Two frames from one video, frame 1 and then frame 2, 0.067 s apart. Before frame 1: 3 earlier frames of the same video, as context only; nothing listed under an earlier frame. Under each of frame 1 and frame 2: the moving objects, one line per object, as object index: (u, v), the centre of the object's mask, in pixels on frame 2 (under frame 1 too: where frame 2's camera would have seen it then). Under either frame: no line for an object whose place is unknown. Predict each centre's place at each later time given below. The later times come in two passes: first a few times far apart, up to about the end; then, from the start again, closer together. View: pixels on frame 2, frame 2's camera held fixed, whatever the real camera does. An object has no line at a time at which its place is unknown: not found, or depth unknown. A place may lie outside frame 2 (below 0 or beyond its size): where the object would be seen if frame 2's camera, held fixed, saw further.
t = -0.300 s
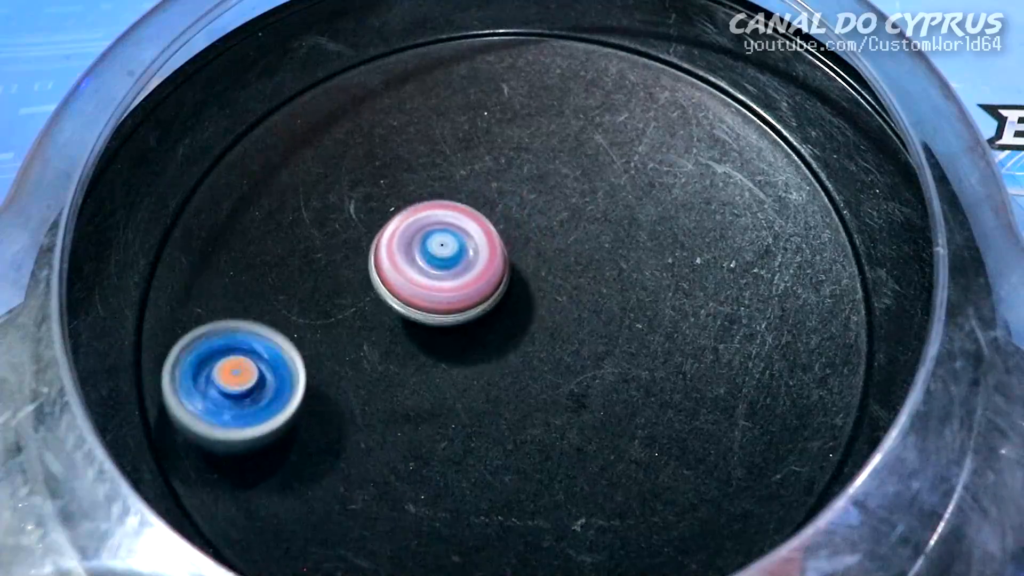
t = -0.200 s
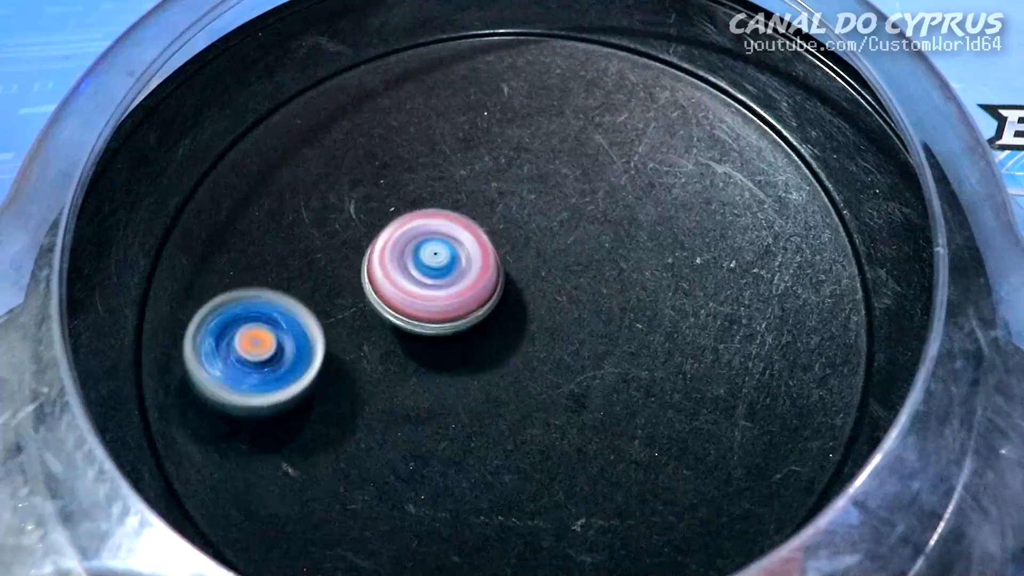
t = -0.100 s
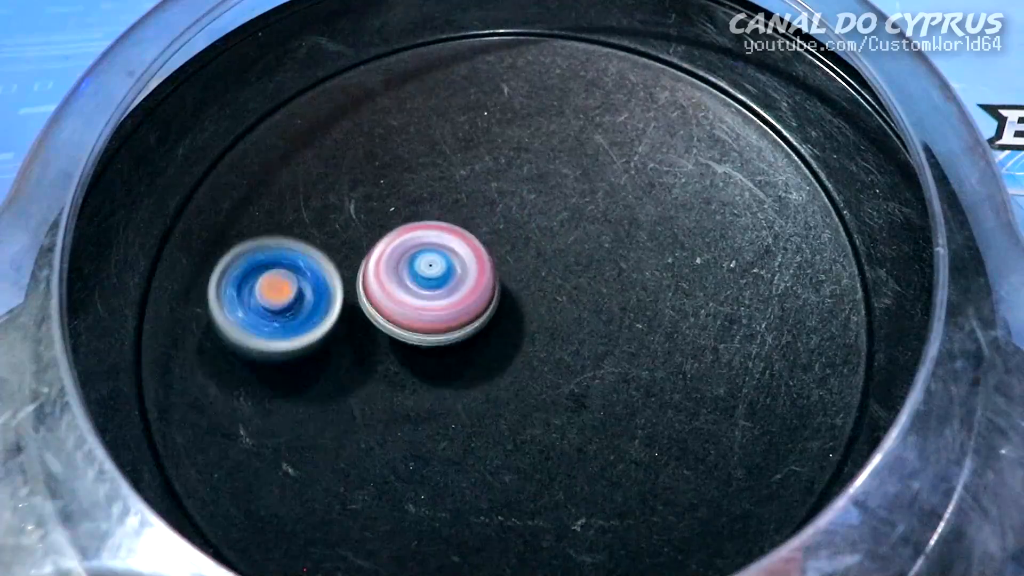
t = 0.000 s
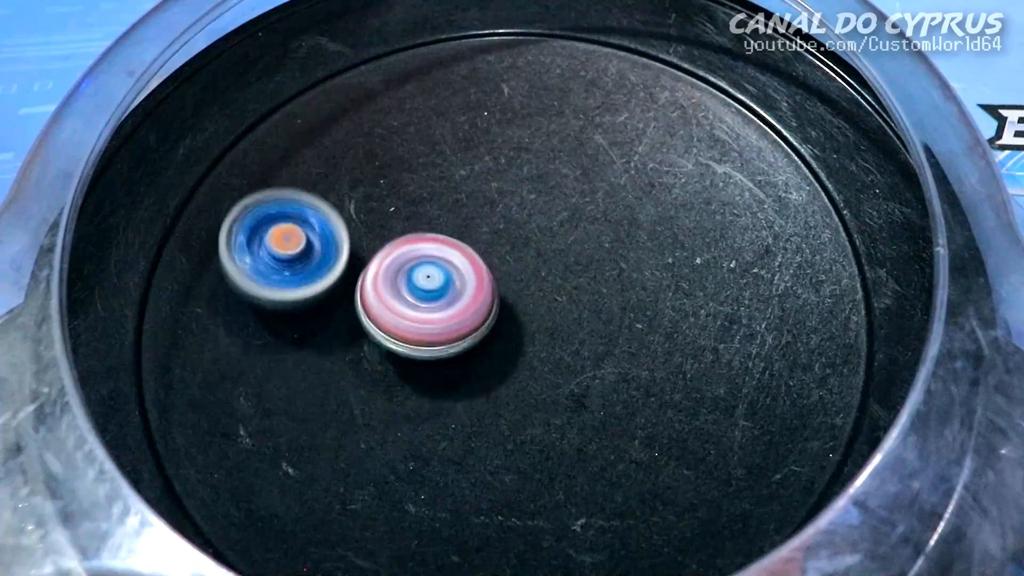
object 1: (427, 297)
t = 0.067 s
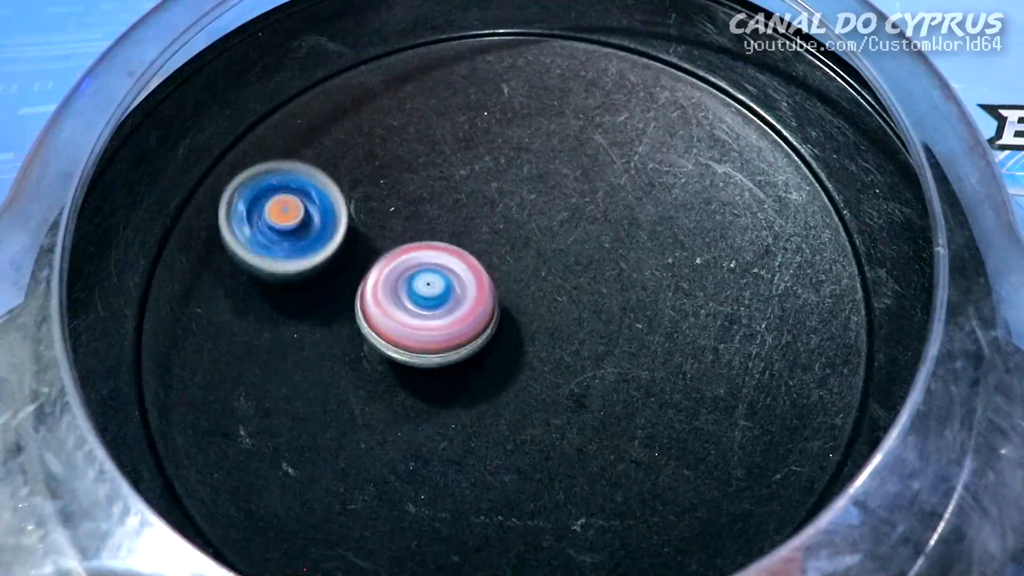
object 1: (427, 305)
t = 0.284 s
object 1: (437, 323)
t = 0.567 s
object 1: (457, 339)
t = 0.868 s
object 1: (486, 347)
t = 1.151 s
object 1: (485, 410)
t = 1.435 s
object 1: (500, 360)
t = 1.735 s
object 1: (496, 377)
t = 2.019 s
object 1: (447, 400)
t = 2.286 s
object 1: (449, 389)
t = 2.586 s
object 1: (456, 388)
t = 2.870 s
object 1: (465, 343)
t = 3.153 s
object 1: (235, 514)
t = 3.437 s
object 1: (424, 333)
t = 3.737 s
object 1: (562, 328)
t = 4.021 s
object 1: (574, 351)
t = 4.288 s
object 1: (560, 346)
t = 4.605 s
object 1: (543, 301)
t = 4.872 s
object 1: (528, 288)
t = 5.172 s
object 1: (507, 290)
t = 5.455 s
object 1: (494, 297)
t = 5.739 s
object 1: (485, 306)
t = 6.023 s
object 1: (481, 318)
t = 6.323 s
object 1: (490, 327)
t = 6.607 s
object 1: (511, 352)
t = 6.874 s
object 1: (513, 345)
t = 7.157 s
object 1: (564, 323)
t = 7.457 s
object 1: (589, 291)
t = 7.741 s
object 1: (634, 99)
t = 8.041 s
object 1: (571, 212)
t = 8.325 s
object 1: (516, 259)
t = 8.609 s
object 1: (539, 223)
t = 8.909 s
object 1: (570, 261)
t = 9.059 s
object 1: (570, 280)
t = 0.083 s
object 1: (428, 307)
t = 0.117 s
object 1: (429, 309)
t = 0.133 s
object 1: (429, 312)
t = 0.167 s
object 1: (430, 314)
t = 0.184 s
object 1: (431, 315)
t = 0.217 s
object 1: (432, 318)
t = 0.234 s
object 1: (433, 320)
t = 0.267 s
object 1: (435, 322)
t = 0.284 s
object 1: (437, 323)
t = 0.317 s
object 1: (439, 325)
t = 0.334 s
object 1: (440, 326)
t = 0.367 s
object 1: (442, 328)
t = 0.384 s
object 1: (443, 329)
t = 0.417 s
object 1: (446, 331)
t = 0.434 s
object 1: (447, 332)
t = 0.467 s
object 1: (449, 333)
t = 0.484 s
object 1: (450, 334)
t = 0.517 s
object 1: (453, 336)
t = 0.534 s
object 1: (454, 336)
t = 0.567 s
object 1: (457, 339)
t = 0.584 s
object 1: (459, 340)
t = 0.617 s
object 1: (462, 341)
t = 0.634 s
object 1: (464, 342)
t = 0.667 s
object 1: (466, 343)
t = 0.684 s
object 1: (468, 343)
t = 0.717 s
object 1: (471, 344)
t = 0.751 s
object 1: (474, 345)
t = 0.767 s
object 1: (476, 346)
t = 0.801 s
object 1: (479, 346)
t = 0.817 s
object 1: (481, 346)
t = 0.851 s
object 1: (485, 347)
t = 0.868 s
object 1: (486, 347)
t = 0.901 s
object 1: (491, 347)
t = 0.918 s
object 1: (493, 347)
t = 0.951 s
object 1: (496, 347)
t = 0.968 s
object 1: (498, 347)
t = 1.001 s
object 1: (501, 347)
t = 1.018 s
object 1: (503, 346)
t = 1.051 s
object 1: (498, 367)
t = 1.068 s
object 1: (495, 380)
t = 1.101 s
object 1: (490, 398)
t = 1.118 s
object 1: (488, 404)
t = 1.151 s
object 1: (485, 410)
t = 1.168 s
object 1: (485, 412)
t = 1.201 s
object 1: (486, 411)
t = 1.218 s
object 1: (487, 409)
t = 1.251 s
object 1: (490, 404)
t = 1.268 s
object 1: (491, 401)
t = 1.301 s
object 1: (494, 393)
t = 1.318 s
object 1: (495, 389)
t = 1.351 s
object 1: (497, 380)
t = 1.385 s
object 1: (498, 372)
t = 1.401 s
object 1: (498, 367)
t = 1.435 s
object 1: (500, 360)
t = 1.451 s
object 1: (500, 355)
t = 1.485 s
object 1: (501, 349)
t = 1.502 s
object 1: (502, 346)
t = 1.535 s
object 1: (503, 338)
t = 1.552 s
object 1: (504, 337)
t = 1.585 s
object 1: (502, 348)
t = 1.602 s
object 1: (502, 354)
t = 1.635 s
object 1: (501, 362)
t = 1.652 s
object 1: (501, 363)
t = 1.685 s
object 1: (502, 365)
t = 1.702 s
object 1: (503, 365)
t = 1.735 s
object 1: (496, 377)
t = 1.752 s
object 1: (487, 390)
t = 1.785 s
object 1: (472, 411)
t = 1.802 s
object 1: (466, 418)
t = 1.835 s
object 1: (457, 426)
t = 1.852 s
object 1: (455, 427)
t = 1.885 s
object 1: (452, 425)
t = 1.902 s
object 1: (451, 423)
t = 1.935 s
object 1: (450, 417)
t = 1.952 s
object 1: (449, 414)
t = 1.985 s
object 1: (448, 407)
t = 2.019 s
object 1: (447, 400)
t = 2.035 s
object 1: (447, 397)
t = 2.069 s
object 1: (446, 388)
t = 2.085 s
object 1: (447, 385)
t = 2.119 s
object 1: (447, 376)
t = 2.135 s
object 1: (448, 374)
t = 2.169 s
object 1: (449, 367)
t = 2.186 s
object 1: (450, 364)
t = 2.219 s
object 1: (452, 358)
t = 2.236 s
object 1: (452, 357)
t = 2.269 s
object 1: (450, 379)
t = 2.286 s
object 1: (449, 389)
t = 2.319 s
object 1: (449, 404)
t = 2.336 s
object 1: (449, 410)
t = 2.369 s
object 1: (451, 416)
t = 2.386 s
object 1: (452, 416)
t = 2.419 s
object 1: (453, 415)
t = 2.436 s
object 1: (453, 413)
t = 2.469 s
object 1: (454, 408)
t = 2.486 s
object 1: (454, 406)
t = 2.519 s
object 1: (455, 400)
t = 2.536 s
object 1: (455, 397)
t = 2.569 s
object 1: (456, 390)
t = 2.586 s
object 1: (456, 388)
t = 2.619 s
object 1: (457, 380)
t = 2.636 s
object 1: (458, 378)
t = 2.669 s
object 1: (459, 370)
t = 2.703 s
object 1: (461, 365)
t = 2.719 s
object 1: (462, 361)
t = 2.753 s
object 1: (463, 357)
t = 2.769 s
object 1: (463, 353)
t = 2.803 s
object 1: (464, 350)
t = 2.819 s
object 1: (464, 348)
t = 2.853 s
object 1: (465, 345)
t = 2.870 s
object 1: (465, 343)
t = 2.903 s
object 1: (466, 341)
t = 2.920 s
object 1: (466, 340)
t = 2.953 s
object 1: (467, 338)
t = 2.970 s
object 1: (456, 349)
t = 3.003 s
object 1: (393, 404)
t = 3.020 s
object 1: (361, 432)
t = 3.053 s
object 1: (305, 480)
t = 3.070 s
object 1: (279, 498)
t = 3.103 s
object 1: (251, 512)
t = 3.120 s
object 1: (238, 516)
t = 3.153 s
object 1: (235, 514)
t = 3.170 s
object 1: (236, 514)
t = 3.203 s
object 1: (250, 505)
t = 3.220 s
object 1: (257, 499)
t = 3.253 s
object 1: (281, 477)
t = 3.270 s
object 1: (294, 462)
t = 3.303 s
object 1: (321, 435)
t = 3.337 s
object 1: (349, 408)
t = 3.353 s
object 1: (362, 394)
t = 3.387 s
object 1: (388, 369)
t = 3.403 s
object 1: (400, 355)
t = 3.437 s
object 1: (424, 333)
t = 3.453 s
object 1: (435, 322)
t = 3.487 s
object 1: (454, 306)
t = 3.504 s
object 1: (463, 300)
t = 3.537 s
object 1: (476, 291)
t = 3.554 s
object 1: (482, 289)
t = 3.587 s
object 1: (490, 285)
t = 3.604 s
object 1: (494, 286)
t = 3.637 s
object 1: (499, 286)
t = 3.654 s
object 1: (509, 292)
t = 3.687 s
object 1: (531, 309)
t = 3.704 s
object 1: (542, 316)
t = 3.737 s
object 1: (562, 328)
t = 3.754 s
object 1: (569, 333)
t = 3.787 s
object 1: (579, 339)
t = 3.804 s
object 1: (582, 341)
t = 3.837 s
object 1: (585, 345)
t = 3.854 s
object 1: (585, 345)
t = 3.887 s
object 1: (585, 347)
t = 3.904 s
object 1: (584, 347)
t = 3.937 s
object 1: (581, 348)
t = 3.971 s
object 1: (579, 350)
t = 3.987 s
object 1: (577, 349)
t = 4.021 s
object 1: (574, 351)
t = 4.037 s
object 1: (573, 351)
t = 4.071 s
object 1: (570, 351)
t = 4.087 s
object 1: (570, 351)
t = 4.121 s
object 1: (567, 350)
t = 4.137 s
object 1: (567, 350)
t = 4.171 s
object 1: (564, 348)
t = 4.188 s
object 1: (564, 349)
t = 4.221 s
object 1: (562, 348)
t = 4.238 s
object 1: (561, 348)
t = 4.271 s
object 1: (561, 346)
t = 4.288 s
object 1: (560, 346)
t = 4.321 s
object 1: (560, 344)
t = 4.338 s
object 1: (559, 342)
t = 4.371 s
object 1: (559, 340)
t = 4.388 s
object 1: (558, 338)
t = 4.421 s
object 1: (558, 335)
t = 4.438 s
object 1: (558, 333)
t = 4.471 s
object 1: (556, 329)
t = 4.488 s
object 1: (556, 326)
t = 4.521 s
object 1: (552, 317)
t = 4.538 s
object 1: (551, 315)
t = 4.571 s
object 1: (548, 307)
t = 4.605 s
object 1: (543, 301)
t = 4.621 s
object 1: (543, 300)
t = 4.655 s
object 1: (540, 297)
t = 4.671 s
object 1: (539, 296)
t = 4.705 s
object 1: (537, 295)
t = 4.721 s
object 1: (535, 294)
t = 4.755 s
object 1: (534, 293)
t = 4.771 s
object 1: (532, 292)
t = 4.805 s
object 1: (531, 291)
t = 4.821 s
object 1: (530, 290)
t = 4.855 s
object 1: (528, 288)
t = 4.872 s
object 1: (528, 288)
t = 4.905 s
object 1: (525, 286)
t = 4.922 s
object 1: (525, 286)
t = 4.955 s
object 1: (523, 285)
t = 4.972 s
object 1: (521, 285)
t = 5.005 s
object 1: (520, 284)
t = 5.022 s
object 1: (517, 285)
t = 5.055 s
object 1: (515, 287)
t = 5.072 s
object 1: (513, 287)
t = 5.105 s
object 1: (511, 288)
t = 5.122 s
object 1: (511, 288)
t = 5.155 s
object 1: (508, 289)
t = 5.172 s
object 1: (507, 290)
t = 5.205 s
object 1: (505, 290)
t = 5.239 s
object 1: (503, 290)
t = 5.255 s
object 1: (503, 292)
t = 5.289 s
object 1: (501, 292)
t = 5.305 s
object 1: (500, 292)
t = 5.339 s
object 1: (499, 294)
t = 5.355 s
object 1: (498, 294)
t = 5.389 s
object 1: (496, 295)
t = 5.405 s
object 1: (495, 295)
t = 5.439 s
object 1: (494, 296)
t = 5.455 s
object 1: (494, 297)
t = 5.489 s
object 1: (492, 298)
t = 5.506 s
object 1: (492, 299)
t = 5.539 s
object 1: (491, 300)
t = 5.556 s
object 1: (490, 300)
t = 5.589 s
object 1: (489, 302)
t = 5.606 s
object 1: (489, 301)
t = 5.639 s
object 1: (488, 303)
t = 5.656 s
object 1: (487, 303)
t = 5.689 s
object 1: (486, 304)
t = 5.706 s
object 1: (486, 305)
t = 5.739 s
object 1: (485, 306)
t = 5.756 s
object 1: (484, 307)
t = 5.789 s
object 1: (484, 309)
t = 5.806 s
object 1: (483, 309)
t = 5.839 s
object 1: (482, 311)
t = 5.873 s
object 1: (482, 313)
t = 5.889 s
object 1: (481, 313)
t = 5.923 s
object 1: (481, 315)
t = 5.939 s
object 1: (481, 315)
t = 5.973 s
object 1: (481, 316)
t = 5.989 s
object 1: (482, 318)
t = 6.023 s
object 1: (481, 318)
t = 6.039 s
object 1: (482, 320)
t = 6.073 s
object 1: (482, 321)
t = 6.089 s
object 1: (482, 321)
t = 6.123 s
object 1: (483, 322)
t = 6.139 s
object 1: (483, 322)
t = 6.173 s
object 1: (484, 323)
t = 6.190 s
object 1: (485, 324)
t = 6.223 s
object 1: (486, 324)
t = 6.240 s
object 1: (487, 325)
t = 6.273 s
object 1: (489, 326)
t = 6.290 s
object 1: (489, 326)
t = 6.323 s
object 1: (490, 327)
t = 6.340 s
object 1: (491, 326)
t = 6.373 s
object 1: (492, 327)
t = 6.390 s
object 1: (493, 327)
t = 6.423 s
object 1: (495, 334)
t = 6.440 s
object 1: (497, 340)
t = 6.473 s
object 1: (501, 346)
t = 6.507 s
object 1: (504, 349)
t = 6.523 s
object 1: (506, 351)
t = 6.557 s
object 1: (509, 352)
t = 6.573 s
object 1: (509, 352)
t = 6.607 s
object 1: (511, 352)
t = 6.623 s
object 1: (511, 350)
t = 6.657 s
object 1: (511, 350)
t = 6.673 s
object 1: (512, 350)
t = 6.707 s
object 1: (512, 349)
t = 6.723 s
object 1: (512, 349)
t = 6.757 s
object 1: (512, 348)
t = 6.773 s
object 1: (511, 347)
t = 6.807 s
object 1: (512, 346)
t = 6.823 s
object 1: (512, 346)
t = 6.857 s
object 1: (512, 344)
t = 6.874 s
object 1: (513, 345)
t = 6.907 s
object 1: (528, 344)
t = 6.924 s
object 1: (537, 343)
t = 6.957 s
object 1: (552, 339)
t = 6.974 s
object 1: (556, 335)
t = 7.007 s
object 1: (563, 331)
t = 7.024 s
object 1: (565, 330)
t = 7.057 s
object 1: (566, 326)
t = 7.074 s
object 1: (567, 326)
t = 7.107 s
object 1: (566, 324)
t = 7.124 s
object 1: (565, 323)
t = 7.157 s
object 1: (564, 323)
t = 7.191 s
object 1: (573, 315)
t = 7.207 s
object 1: (579, 308)
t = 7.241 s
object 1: (589, 299)
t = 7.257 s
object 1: (593, 297)
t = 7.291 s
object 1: (595, 292)
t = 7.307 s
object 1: (595, 291)
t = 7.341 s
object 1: (595, 289)
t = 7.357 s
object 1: (593, 288)
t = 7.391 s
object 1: (591, 289)
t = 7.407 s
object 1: (590, 290)
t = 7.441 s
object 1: (588, 290)
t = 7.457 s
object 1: (589, 291)
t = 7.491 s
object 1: (606, 250)
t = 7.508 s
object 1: (615, 223)
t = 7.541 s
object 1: (629, 175)
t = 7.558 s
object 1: (635, 157)
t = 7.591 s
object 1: (641, 126)
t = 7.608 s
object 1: (641, 111)
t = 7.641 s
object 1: (641, 94)
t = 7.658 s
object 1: (641, 92)
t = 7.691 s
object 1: (638, 91)
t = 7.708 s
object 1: (636, 93)
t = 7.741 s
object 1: (634, 99)
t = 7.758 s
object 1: (633, 104)
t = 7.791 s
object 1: (629, 114)
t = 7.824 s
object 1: (624, 125)
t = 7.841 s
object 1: (621, 132)
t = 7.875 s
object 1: (614, 146)
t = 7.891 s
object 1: (610, 153)
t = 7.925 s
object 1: (601, 168)
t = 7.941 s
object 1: (597, 176)
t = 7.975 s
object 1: (588, 190)
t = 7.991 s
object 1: (582, 196)
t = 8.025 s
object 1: (574, 208)
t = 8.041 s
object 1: (571, 212)
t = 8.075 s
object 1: (562, 221)
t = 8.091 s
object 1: (558, 225)
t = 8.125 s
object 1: (550, 231)
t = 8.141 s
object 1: (547, 234)
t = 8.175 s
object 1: (541, 239)
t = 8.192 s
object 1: (537, 242)
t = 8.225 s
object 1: (531, 246)
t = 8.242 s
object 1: (529, 247)
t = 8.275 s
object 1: (523, 251)
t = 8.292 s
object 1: (520, 255)
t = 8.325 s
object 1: (516, 259)
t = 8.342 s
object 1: (513, 260)
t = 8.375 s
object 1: (509, 264)
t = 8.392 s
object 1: (508, 267)
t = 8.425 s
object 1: (522, 247)
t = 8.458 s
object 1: (533, 229)
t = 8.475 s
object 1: (537, 223)
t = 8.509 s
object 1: (541, 216)
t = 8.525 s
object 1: (541, 215)
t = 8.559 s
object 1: (541, 216)
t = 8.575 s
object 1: (541, 217)
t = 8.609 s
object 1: (539, 223)
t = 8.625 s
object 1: (537, 226)
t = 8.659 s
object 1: (535, 233)
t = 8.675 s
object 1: (535, 237)
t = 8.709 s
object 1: (534, 245)
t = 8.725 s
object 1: (533, 248)
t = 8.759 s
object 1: (535, 253)
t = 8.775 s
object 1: (546, 253)
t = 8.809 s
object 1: (560, 253)
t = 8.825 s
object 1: (564, 252)
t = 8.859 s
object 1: (568, 254)
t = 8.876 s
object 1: (569, 258)
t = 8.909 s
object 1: (570, 261)
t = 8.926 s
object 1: (570, 262)
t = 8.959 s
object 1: (570, 266)
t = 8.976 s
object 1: (570, 269)
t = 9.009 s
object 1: (569, 273)
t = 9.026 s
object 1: (570, 275)
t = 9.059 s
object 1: (570, 280)
